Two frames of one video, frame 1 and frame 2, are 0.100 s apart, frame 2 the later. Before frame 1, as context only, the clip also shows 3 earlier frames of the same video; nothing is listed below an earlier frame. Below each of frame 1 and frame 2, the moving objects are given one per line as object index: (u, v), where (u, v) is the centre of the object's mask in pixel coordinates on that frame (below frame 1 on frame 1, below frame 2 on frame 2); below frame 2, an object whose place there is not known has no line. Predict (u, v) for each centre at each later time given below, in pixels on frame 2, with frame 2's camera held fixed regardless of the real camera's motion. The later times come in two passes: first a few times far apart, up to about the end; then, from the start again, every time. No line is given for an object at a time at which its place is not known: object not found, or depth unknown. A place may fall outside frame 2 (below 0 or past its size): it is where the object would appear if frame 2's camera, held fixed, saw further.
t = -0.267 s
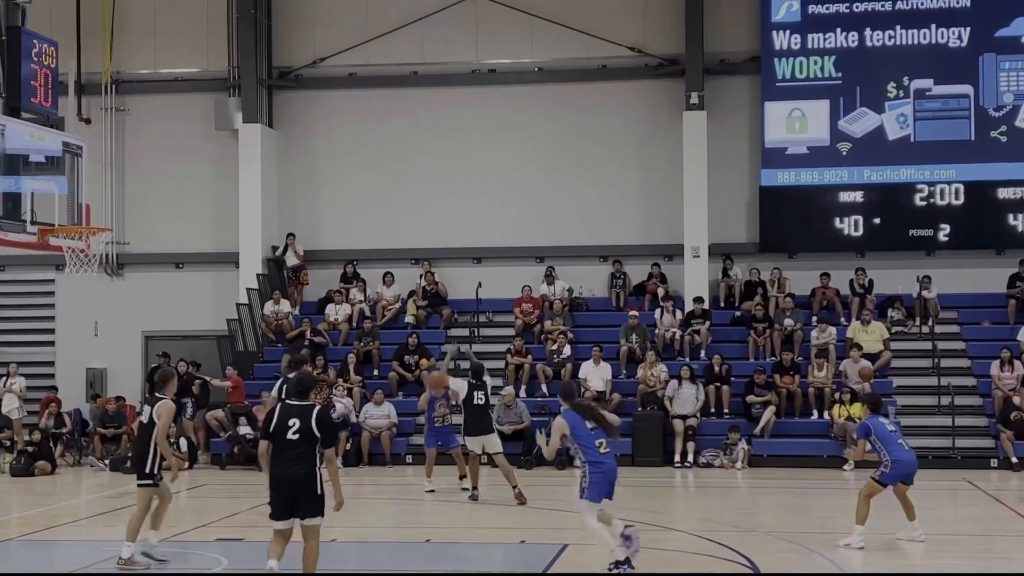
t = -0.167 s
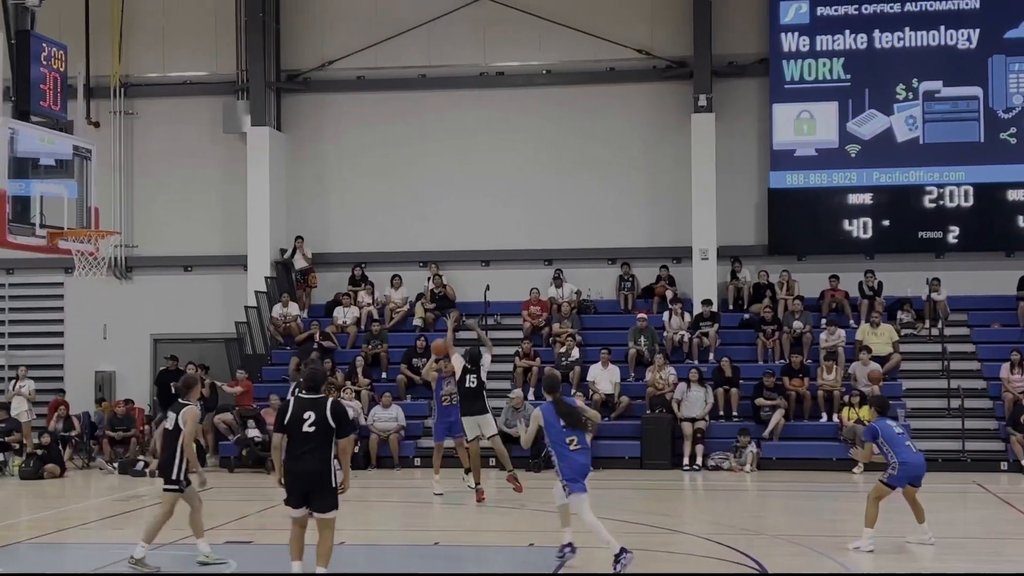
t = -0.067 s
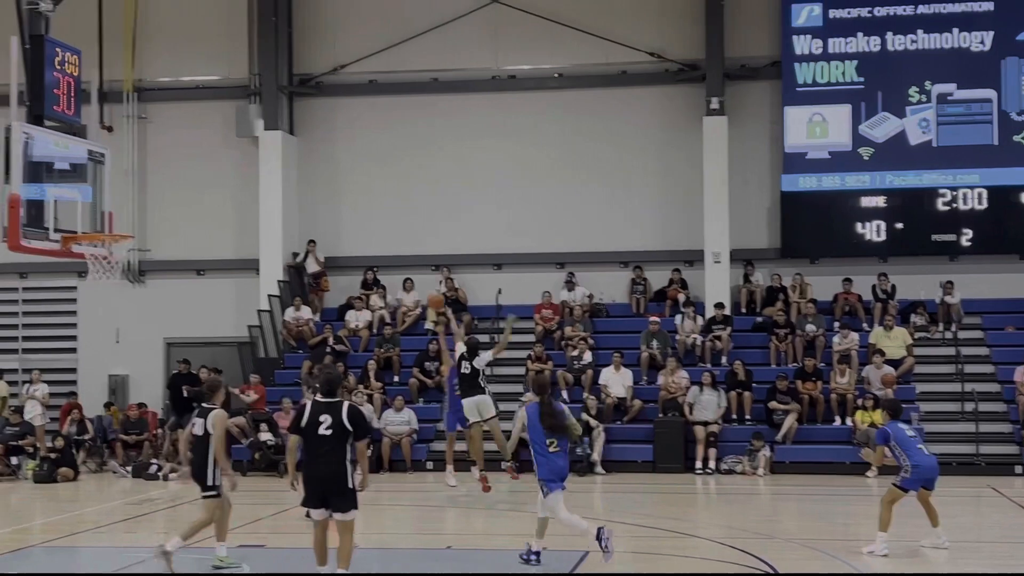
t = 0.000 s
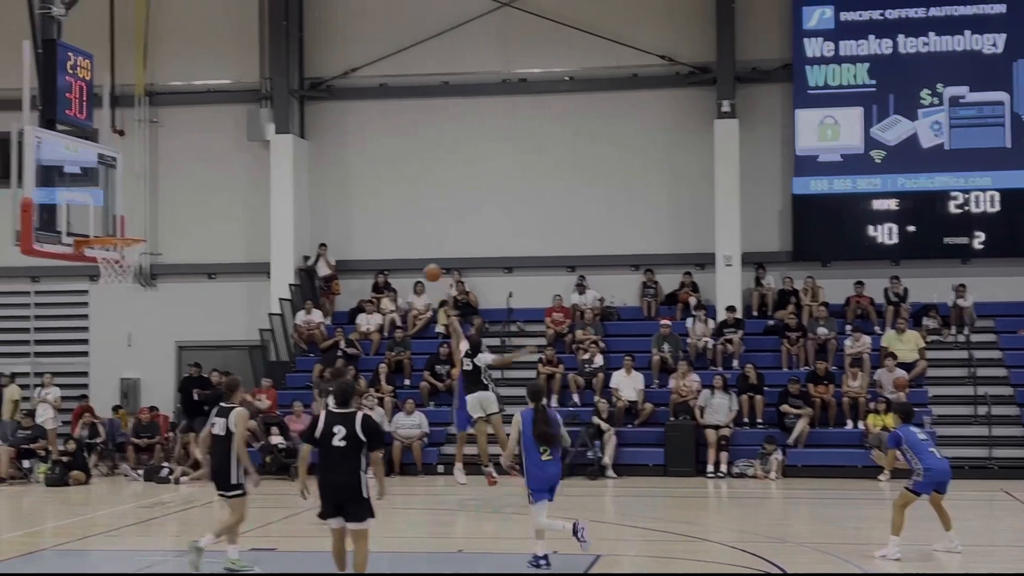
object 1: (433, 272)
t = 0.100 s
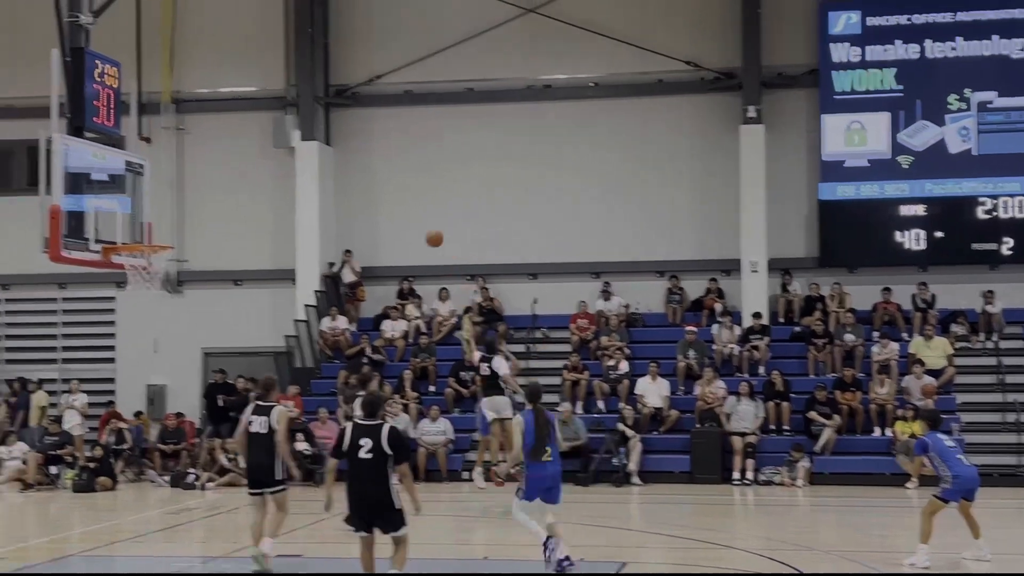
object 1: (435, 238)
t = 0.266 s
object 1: (395, 184)
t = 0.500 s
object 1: (337, 142)
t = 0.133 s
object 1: (427, 227)
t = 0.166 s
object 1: (419, 214)
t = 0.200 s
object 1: (411, 204)
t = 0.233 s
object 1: (403, 193)
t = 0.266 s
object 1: (395, 184)
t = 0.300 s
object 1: (387, 176)
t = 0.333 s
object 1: (378, 168)
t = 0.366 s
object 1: (370, 161)
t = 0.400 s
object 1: (362, 155)
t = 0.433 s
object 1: (355, 150)
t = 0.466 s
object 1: (346, 145)
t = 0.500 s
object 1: (337, 142)
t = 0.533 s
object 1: (329, 139)
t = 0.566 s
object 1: (320, 137)
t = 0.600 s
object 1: (313, 136)
